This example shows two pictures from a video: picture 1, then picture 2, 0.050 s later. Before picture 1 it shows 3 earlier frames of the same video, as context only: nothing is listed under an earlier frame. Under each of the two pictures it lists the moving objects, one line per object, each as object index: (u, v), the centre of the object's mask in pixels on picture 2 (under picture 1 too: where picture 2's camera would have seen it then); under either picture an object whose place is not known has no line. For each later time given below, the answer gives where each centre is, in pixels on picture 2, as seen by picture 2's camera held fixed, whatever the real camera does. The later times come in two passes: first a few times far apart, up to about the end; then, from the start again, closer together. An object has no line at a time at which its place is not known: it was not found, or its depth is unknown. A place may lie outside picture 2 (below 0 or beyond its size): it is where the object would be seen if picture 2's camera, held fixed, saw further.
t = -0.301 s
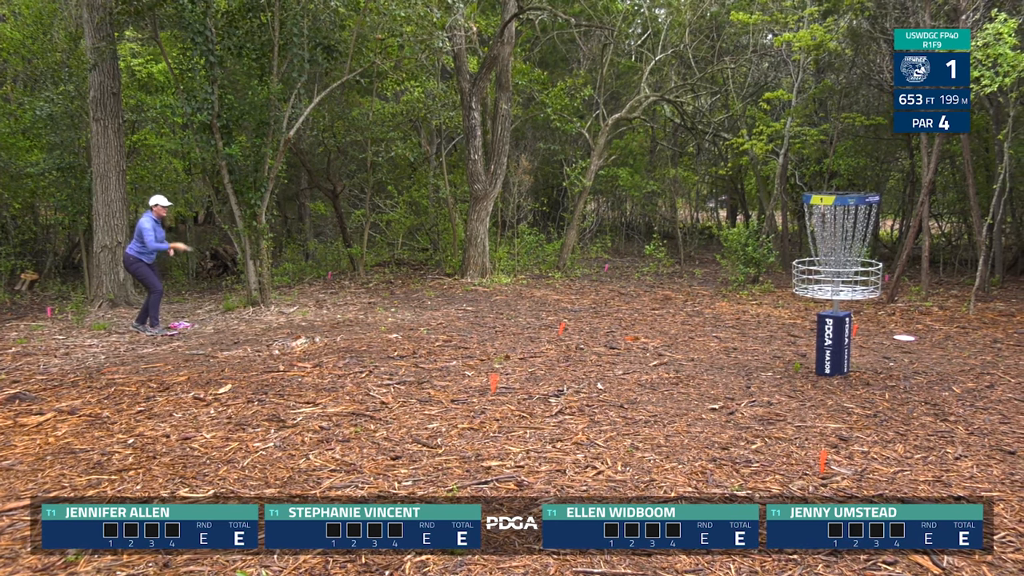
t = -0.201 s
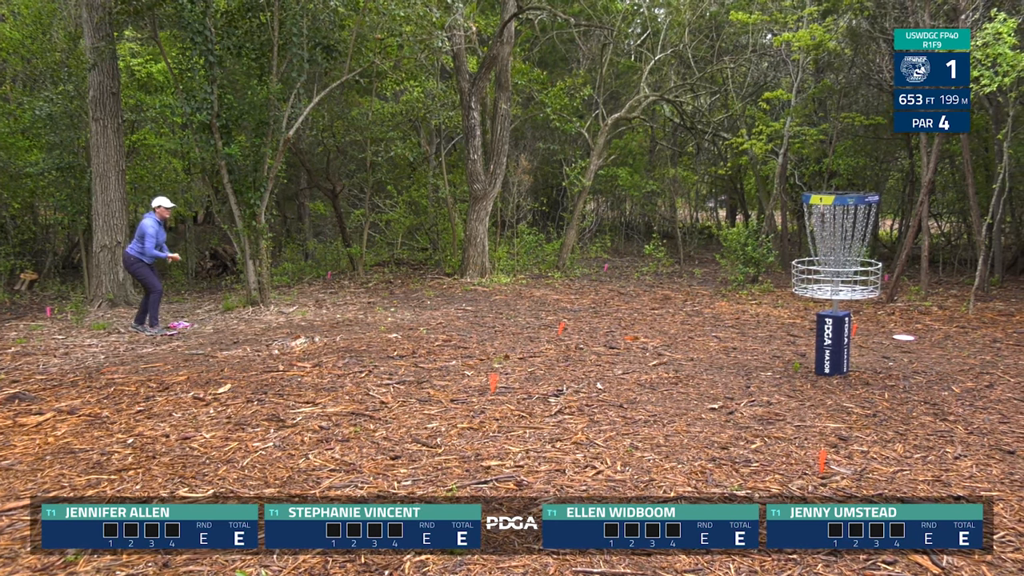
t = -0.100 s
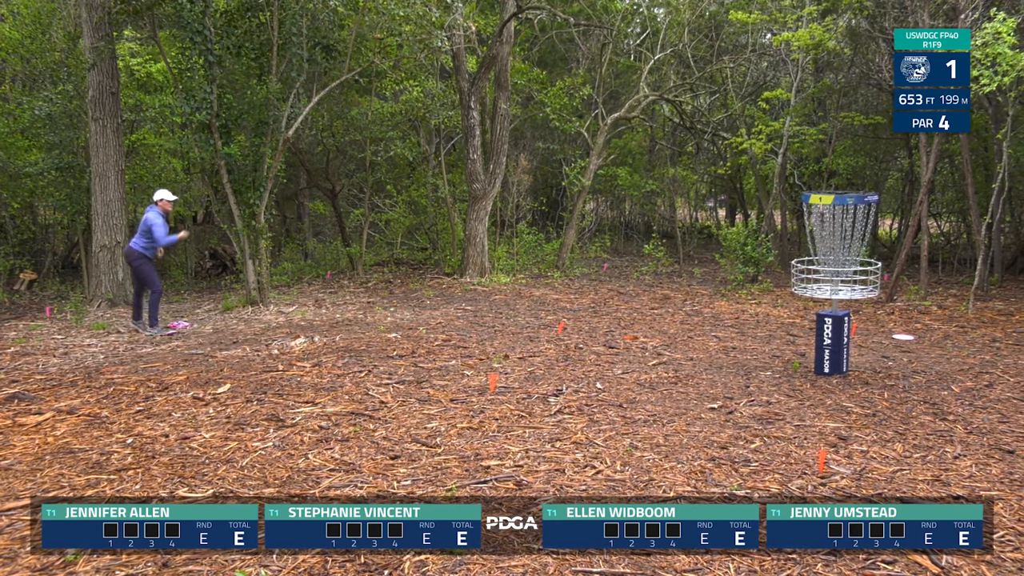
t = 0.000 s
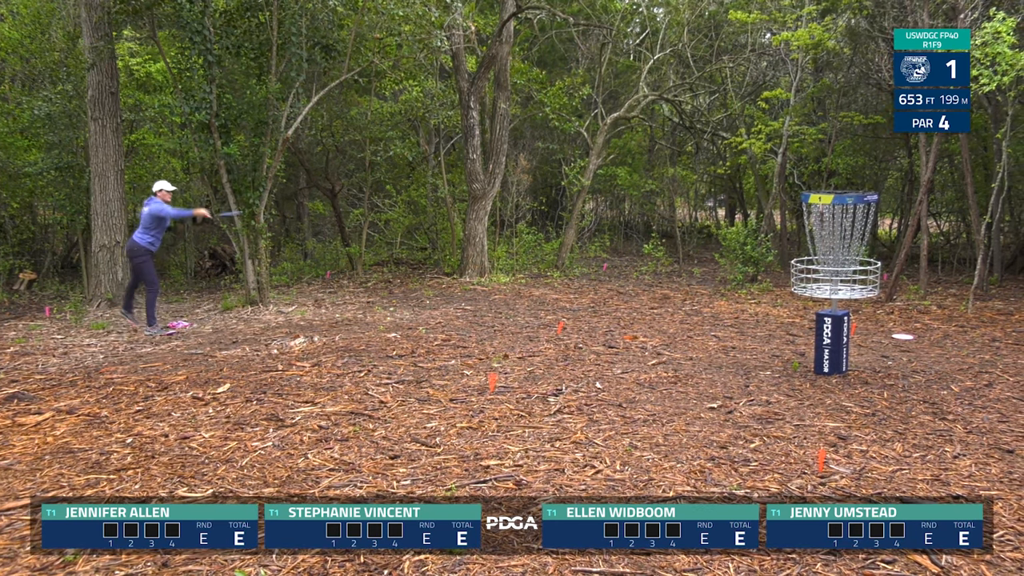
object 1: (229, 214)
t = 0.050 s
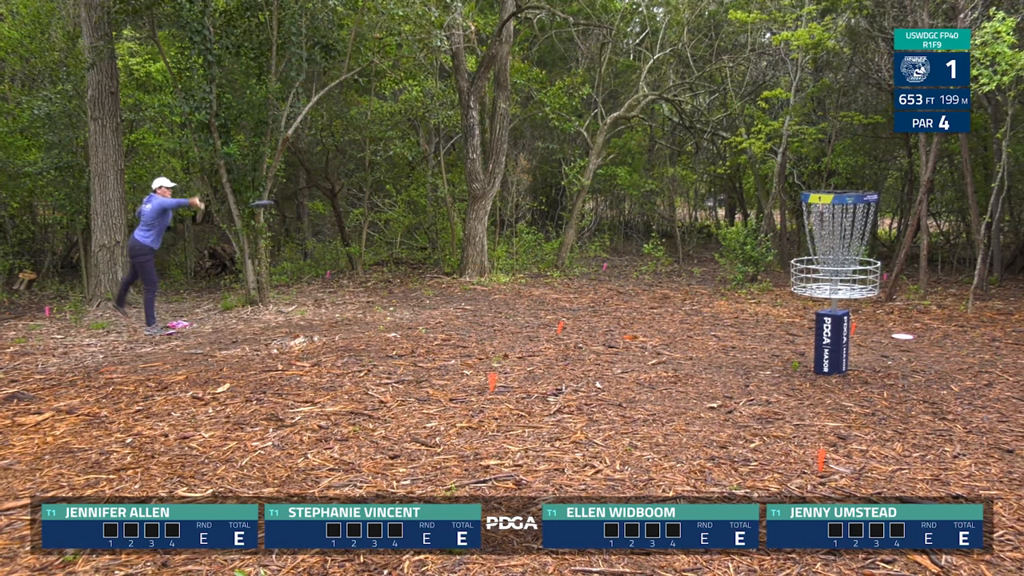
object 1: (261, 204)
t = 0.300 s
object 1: (438, 186)
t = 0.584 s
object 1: (674, 202)
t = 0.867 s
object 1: (819, 240)
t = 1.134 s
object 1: (812, 276)
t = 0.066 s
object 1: (272, 201)
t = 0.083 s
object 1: (284, 200)
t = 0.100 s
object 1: (294, 198)
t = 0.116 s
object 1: (306, 196)
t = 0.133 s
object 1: (316, 193)
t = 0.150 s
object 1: (328, 191)
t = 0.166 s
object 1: (339, 190)
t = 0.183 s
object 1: (351, 189)
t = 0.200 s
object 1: (363, 189)
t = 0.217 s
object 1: (375, 188)
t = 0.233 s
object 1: (389, 187)
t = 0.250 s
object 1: (400, 185)
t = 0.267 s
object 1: (411, 185)
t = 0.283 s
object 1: (424, 186)
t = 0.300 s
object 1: (438, 186)
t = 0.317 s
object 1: (450, 185)
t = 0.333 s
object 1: (462, 185)
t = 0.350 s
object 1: (476, 185)
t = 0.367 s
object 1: (490, 186)
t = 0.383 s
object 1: (503, 187)
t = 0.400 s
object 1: (516, 187)
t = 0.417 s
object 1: (530, 188)
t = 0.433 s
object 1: (545, 188)
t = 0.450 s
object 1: (557, 189)
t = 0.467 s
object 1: (572, 190)
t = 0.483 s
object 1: (587, 193)
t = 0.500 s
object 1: (601, 194)
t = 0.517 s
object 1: (616, 195)
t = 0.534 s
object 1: (630, 196)
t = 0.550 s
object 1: (643, 199)
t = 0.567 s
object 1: (658, 200)
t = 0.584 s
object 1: (674, 202)
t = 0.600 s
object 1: (691, 205)
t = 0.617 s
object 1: (706, 207)
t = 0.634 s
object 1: (720, 209)
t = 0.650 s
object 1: (736, 212)
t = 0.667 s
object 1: (752, 214)
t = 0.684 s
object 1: (766, 216)
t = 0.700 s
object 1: (785, 219)
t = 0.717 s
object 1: (797, 222)
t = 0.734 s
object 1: (806, 225)
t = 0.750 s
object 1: (812, 225)
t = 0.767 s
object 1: (815, 231)
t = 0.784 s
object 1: (817, 232)
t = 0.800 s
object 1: (818, 232)
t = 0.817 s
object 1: (818, 234)
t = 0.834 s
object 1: (819, 235)
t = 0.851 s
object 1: (819, 238)
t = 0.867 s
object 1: (819, 240)
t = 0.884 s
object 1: (820, 242)
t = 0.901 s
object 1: (822, 244)
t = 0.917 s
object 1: (822, 246)
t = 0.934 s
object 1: (822, 248)
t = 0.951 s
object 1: (823, 251)
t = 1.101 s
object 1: (813, 269)
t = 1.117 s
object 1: (813, 273)
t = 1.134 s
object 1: (812, 276)
